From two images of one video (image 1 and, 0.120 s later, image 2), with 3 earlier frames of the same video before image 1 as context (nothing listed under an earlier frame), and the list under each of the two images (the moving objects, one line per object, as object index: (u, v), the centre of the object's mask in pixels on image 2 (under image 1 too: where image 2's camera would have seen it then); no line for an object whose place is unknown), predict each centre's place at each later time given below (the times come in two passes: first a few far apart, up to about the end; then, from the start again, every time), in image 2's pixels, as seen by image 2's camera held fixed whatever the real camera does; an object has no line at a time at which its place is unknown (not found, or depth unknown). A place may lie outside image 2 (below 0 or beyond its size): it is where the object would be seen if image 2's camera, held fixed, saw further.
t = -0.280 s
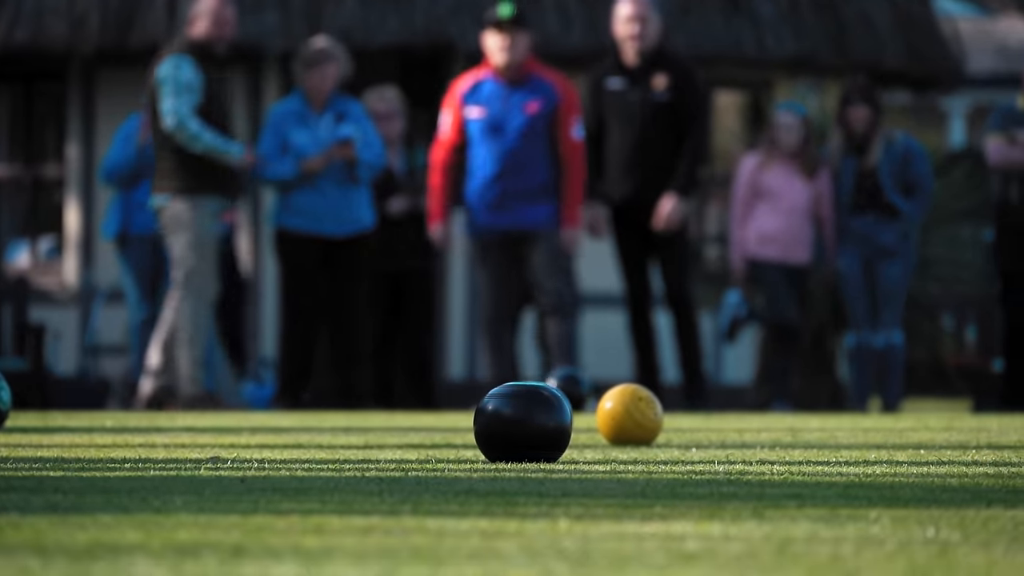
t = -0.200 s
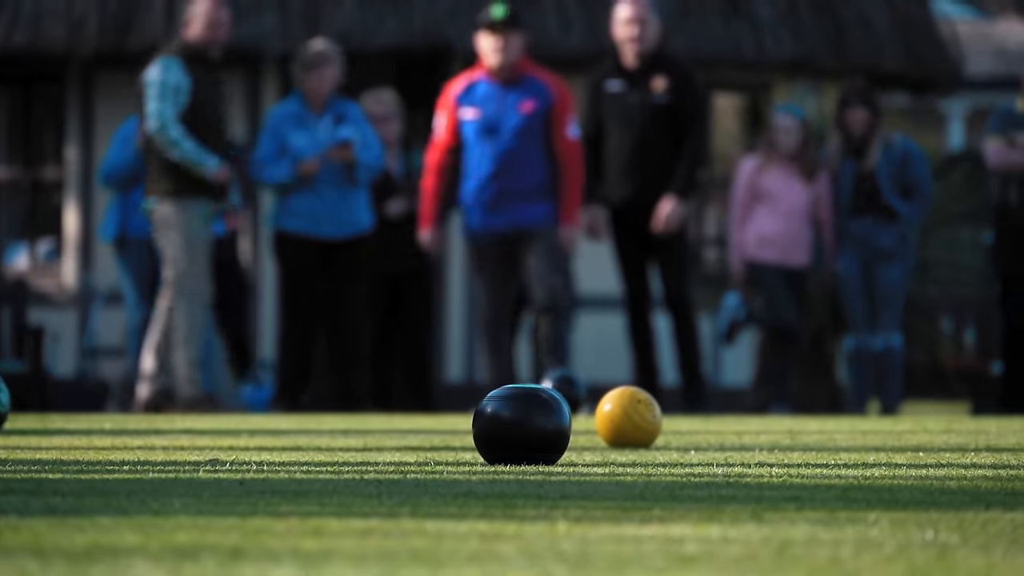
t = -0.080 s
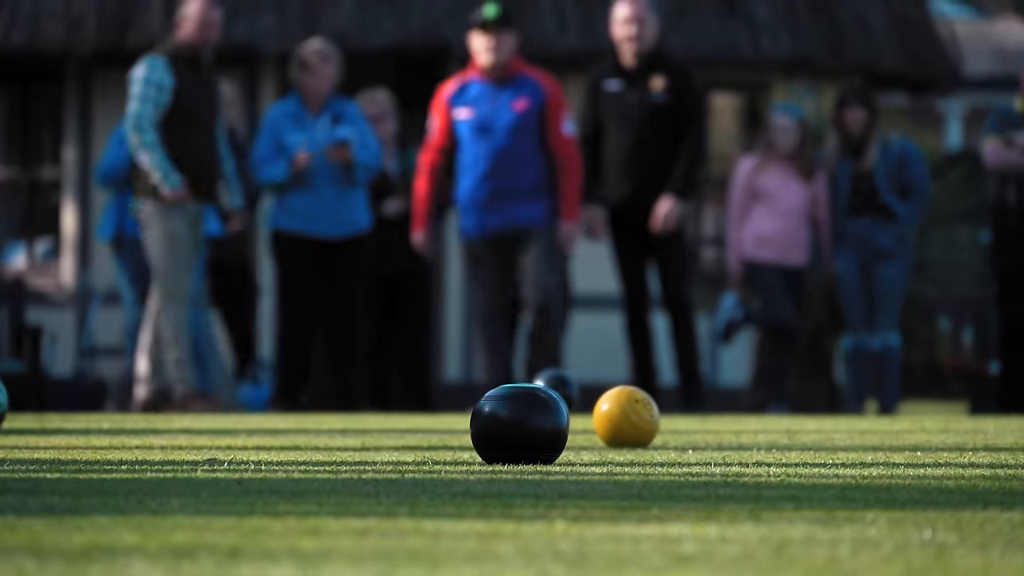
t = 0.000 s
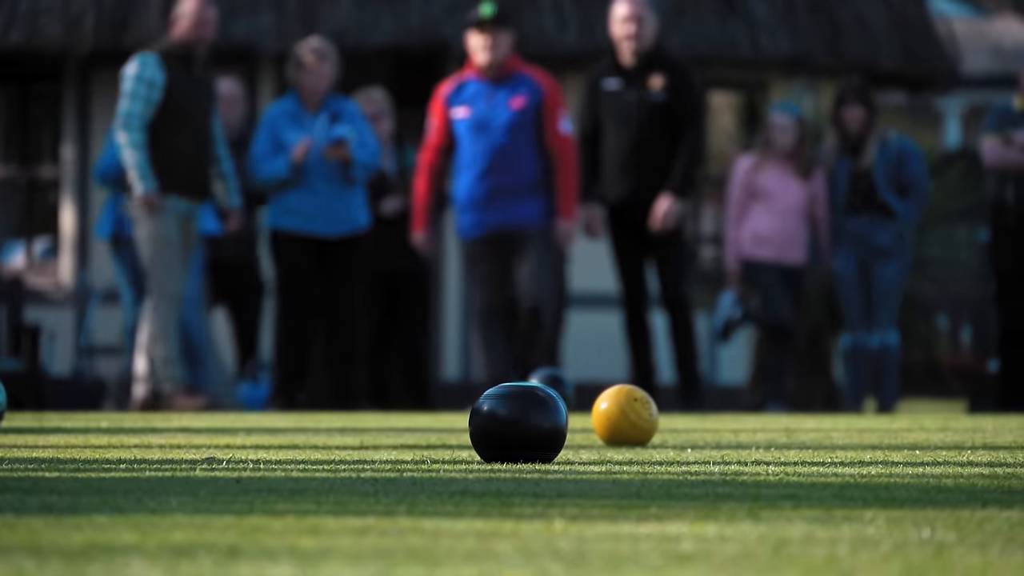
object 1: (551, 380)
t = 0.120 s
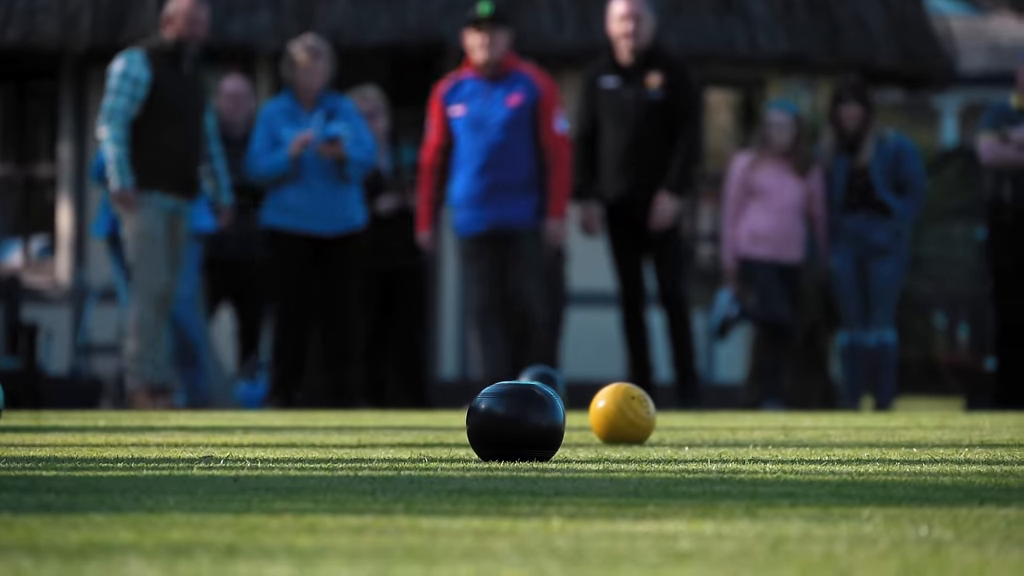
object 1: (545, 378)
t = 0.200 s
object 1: (539, 377)
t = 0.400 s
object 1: (526, 375)
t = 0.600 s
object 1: (506, 375)
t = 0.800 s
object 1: (484, 380)
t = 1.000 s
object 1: (465, 388)
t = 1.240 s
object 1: (445, 394)
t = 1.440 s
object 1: (423, 395)
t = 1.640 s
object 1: (400, 395)
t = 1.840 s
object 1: (373, 398)
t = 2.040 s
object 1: (344, 400)
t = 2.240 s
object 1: (310, 401)
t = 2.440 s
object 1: (276, 406)
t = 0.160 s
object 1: (543, 377)
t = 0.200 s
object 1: (539, 377)
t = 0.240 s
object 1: (537, 376)
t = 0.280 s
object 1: (534, 376)
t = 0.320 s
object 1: (531, 375)
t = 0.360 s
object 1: (529, 375)
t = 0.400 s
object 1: (526, 375)
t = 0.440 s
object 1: (521, 374)
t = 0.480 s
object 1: (518, 374)
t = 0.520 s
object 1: (514, 374)
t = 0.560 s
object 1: (510, 374)
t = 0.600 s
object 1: (506, 375)
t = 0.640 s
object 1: (503, 374)
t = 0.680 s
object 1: (497, 376)
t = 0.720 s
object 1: (491, 378)
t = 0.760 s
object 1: (488, 378)
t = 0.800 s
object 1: (484, 380)
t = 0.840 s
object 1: (480, 380)
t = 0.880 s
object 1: (476, 383)
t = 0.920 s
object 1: (473, 385)
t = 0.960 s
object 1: (469, 387)
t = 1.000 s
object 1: (465, 388)
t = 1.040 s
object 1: (462, 389)
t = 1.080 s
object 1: (459, 391)
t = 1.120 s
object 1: (456, 392)
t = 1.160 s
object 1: (452, 393)
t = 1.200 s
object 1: (449, 393)
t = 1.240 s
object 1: (445, 394)
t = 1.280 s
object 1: (441, 395)
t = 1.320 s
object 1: (437, 396)
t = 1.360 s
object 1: (432, 395)
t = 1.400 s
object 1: (427, 396)
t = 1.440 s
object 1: (423, 395)
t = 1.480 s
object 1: (418, 394)
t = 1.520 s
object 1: (414, 396)
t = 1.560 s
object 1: (409, 395)
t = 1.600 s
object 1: (404, 397)
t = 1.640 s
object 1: (400, 395)
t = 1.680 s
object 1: (395, 398)
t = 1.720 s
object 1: (389, 397)
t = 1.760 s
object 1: (384, 398)
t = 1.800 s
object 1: (379, 398)
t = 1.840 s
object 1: (373, 398)
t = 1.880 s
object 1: (368, 398)
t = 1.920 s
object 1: (362, 400)
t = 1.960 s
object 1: (356, 399)
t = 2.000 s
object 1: (350, 399)
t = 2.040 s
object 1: (344, 400)
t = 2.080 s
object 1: (337, 400)
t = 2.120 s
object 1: (330, 399)
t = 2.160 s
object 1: (323, 399)
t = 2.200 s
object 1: (316, 402)
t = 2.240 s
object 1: (310, 401)
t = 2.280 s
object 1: (303, 402)
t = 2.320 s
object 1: (296, 403)
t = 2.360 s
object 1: (289, 405)
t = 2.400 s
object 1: (283, 404)
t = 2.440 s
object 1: (276, 406)
